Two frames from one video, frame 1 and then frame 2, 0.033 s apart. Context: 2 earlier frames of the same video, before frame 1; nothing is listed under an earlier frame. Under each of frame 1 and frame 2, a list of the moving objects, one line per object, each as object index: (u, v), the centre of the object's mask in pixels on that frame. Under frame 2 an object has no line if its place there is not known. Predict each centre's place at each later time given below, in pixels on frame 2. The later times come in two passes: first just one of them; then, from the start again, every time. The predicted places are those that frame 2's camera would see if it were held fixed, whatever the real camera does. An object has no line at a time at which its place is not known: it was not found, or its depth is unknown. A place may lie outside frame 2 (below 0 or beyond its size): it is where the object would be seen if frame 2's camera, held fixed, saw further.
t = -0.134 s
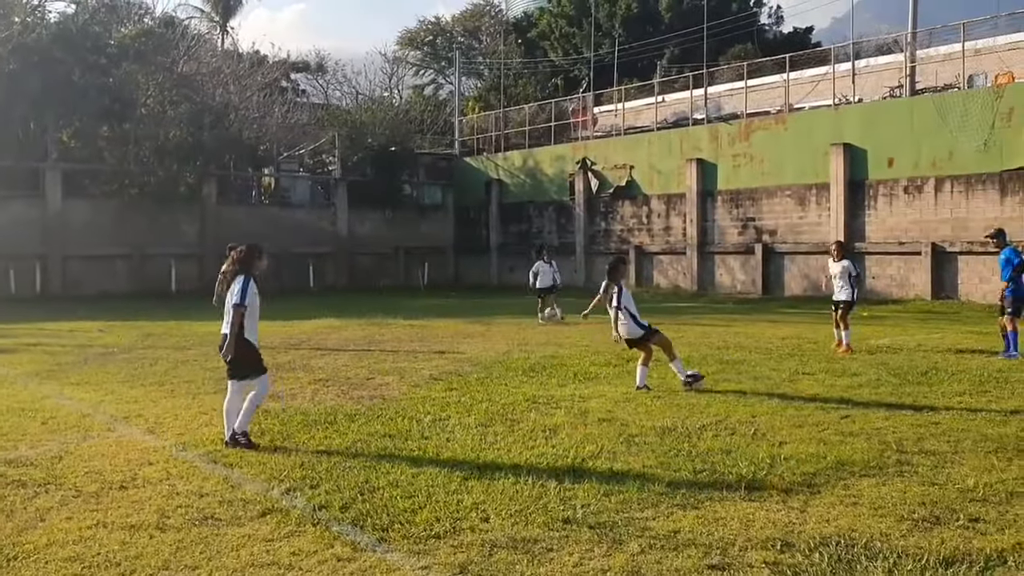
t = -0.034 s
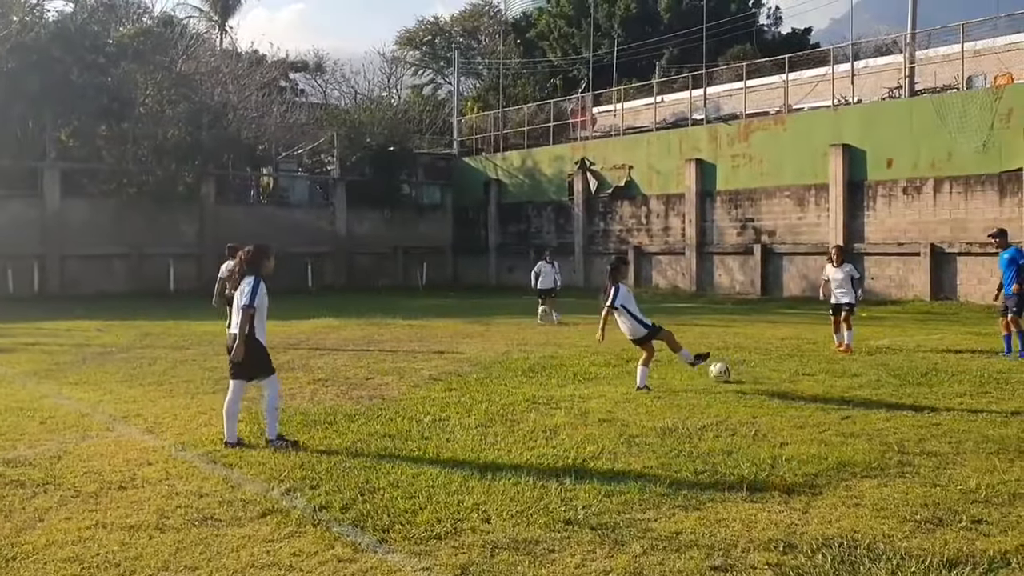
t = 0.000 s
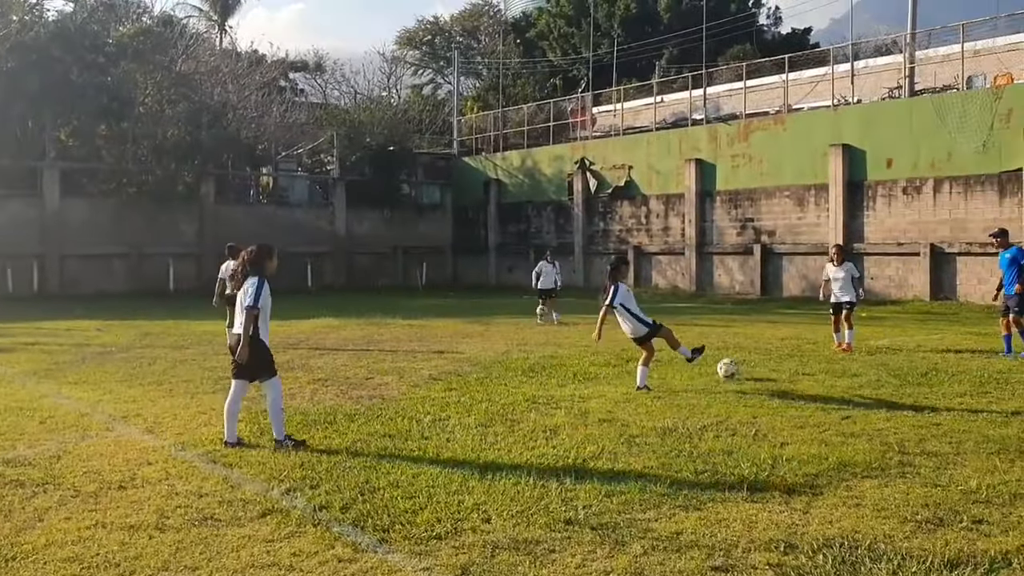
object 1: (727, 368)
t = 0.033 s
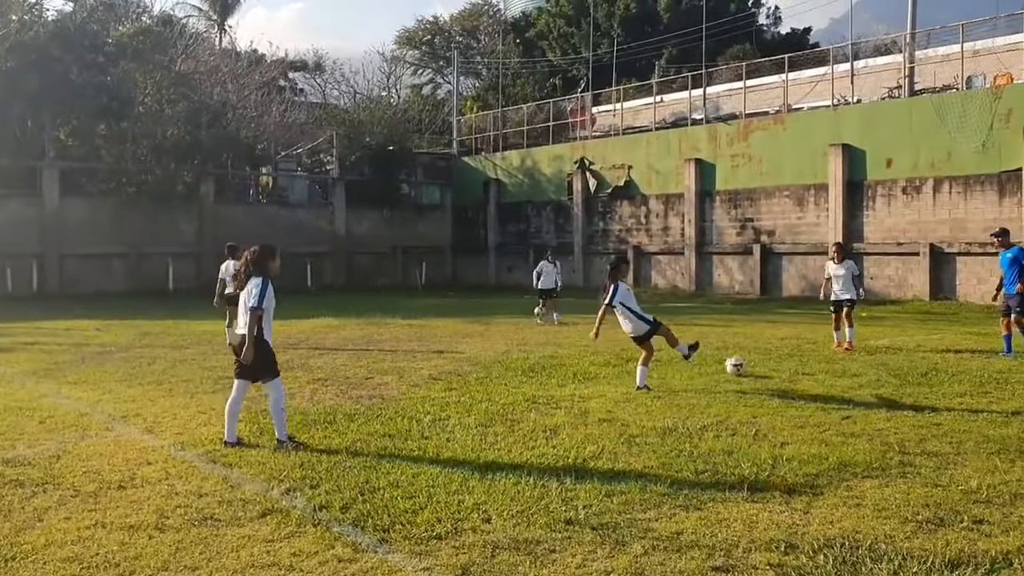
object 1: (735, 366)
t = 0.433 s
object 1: (794, 346)
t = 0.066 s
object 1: (744, 365)
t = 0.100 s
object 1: (750, 363)
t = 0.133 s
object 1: (756, 363)
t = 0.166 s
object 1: (761, 361)
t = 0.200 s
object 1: (766, 358)
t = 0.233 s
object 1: (772, 357)
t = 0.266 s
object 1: (775, 356)
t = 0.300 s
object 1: (781, 355)
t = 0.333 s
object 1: (785, 353)
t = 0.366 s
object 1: (788, 350)
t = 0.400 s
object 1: (791, 347)
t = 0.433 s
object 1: (794, 346)
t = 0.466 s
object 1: (798, 346)
